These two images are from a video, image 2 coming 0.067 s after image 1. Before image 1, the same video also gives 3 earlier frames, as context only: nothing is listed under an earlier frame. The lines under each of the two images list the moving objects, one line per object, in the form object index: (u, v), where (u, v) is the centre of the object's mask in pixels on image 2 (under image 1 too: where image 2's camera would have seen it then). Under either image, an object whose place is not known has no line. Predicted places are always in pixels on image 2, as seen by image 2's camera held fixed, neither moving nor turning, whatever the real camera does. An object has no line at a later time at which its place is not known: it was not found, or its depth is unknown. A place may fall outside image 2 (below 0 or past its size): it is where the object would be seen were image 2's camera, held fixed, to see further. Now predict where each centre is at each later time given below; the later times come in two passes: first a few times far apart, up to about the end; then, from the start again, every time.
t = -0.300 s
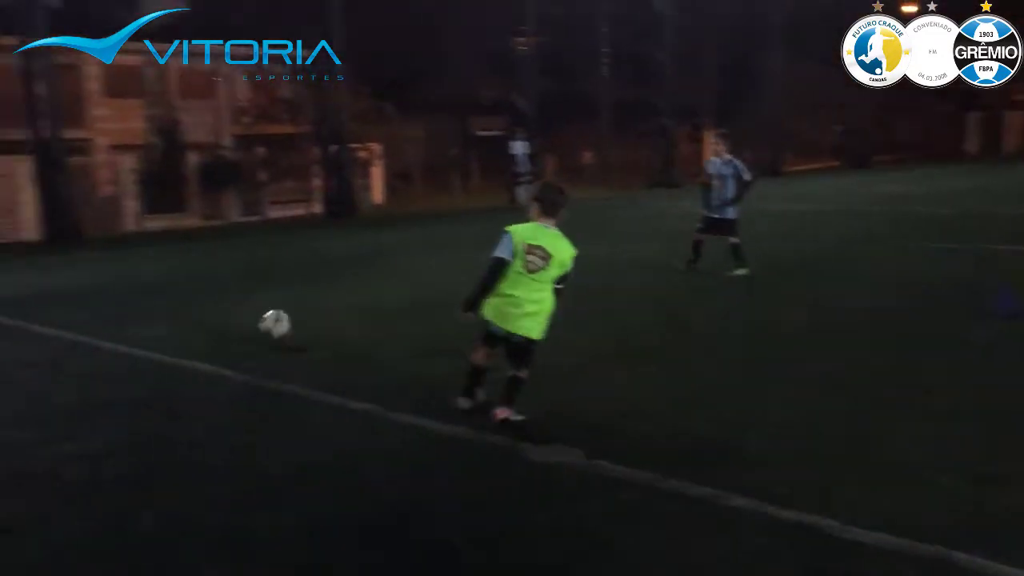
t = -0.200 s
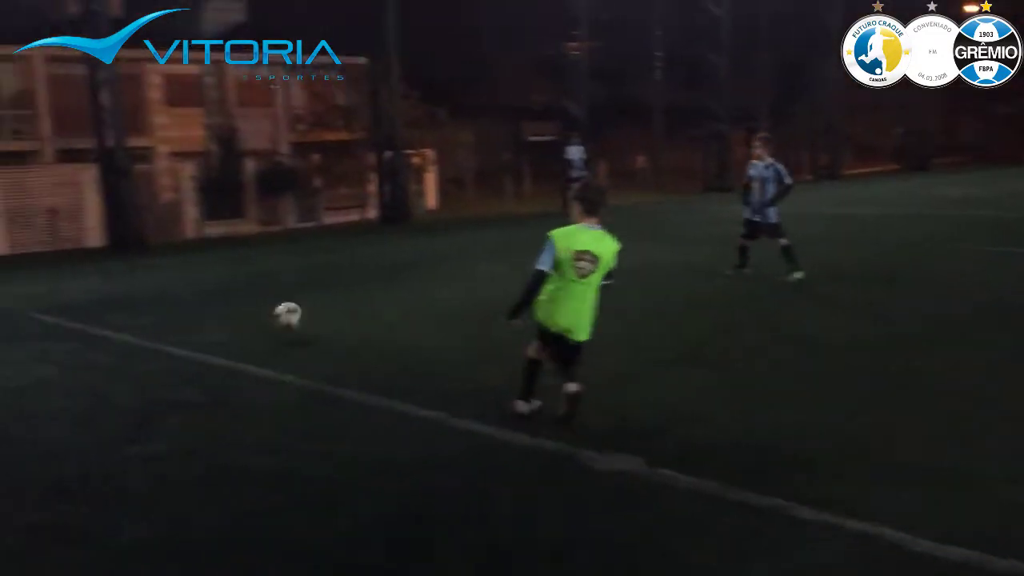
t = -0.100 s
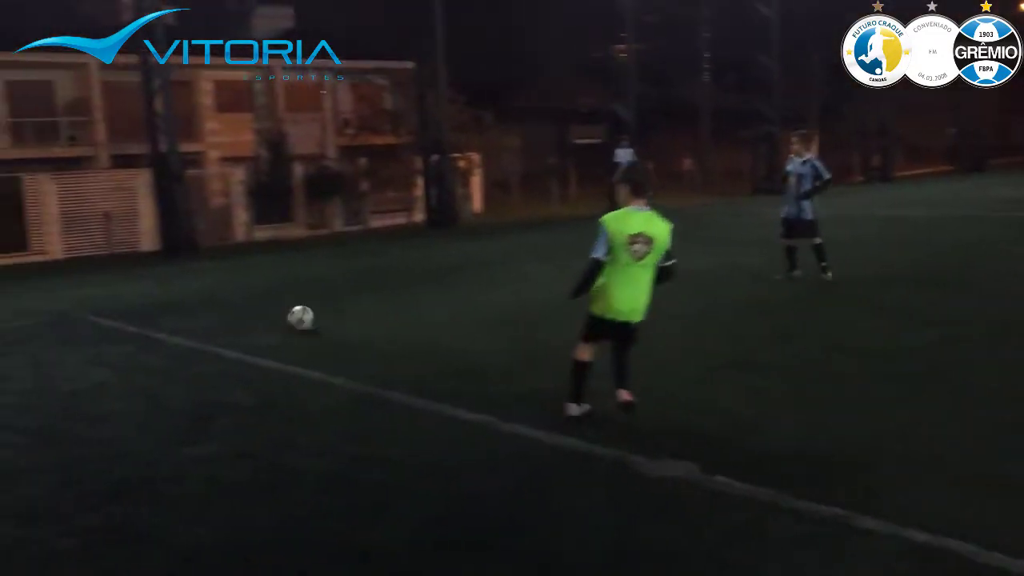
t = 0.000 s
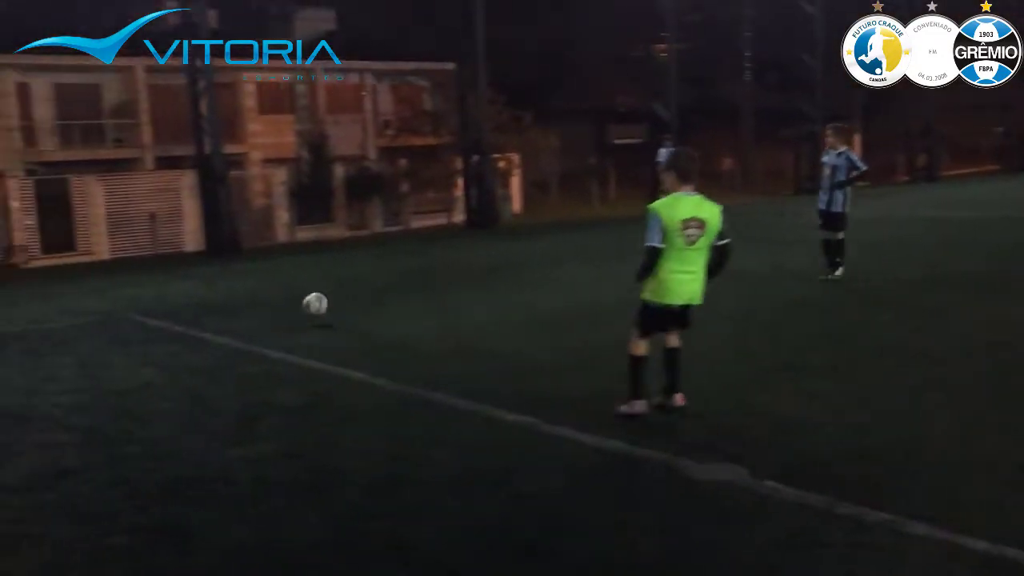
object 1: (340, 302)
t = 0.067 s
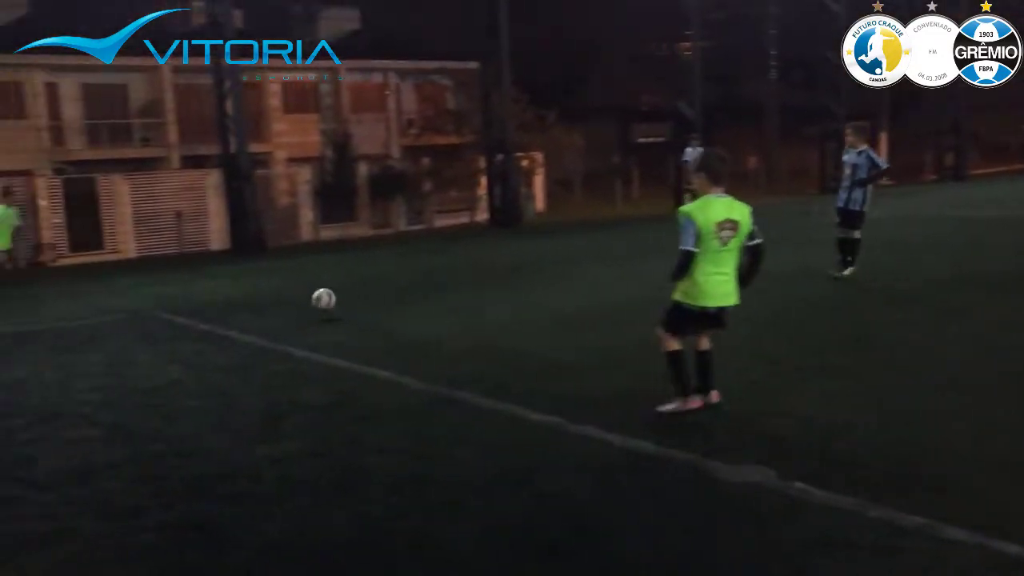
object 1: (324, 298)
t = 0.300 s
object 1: (274, 289)
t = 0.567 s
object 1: (229, 285)
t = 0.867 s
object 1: (187, 272)
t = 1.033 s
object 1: (168, 271)
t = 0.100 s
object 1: (316, 299)
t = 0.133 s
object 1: (308, 302)
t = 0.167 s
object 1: (301, 300)
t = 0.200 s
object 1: (294, 295)
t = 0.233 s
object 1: (287, 292)
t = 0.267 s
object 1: (280, 290)
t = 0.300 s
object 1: (274, 289)
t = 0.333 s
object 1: (268, 289)
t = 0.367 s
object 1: (262, 291)
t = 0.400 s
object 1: (256, 288)
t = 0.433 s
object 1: (250, 285)
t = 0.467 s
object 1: (244, 283)
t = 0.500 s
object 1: (239, 283)
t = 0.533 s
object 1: (233, 283)
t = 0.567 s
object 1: (229, 285)
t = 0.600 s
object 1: (223, 282)
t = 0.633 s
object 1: (218, 279)
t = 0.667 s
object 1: (213, 276)
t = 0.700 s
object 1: (209, 275)
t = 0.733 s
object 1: (204, 274)
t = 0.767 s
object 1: (200, 275)
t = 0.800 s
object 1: (196, 277)
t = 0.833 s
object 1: (192, 275)
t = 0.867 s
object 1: (187, 272)
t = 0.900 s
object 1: (183, 270)
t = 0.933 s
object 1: (179, 270)
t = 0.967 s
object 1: (175, 270)
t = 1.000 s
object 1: (172, 271)
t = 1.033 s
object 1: (168, 271)
